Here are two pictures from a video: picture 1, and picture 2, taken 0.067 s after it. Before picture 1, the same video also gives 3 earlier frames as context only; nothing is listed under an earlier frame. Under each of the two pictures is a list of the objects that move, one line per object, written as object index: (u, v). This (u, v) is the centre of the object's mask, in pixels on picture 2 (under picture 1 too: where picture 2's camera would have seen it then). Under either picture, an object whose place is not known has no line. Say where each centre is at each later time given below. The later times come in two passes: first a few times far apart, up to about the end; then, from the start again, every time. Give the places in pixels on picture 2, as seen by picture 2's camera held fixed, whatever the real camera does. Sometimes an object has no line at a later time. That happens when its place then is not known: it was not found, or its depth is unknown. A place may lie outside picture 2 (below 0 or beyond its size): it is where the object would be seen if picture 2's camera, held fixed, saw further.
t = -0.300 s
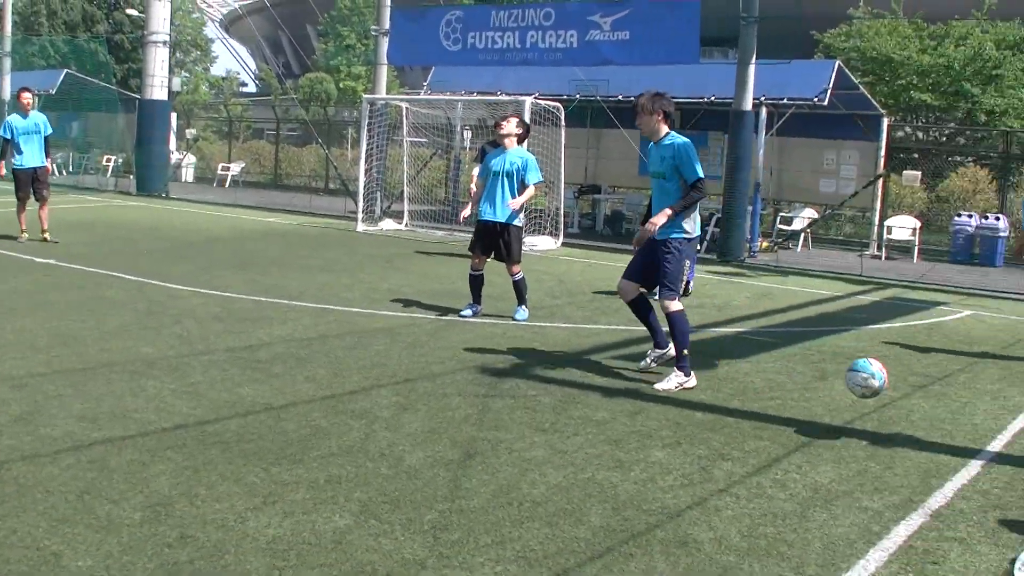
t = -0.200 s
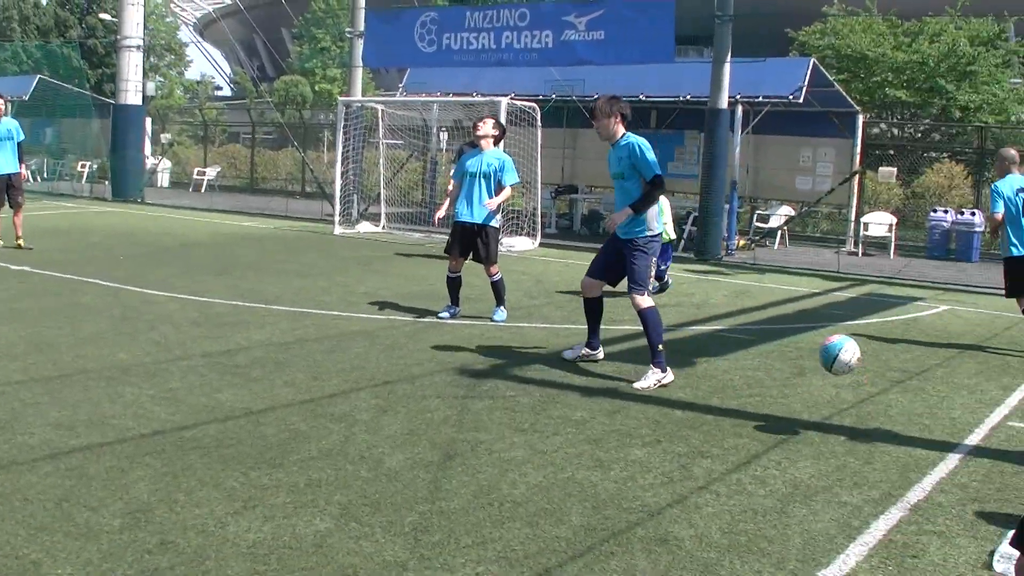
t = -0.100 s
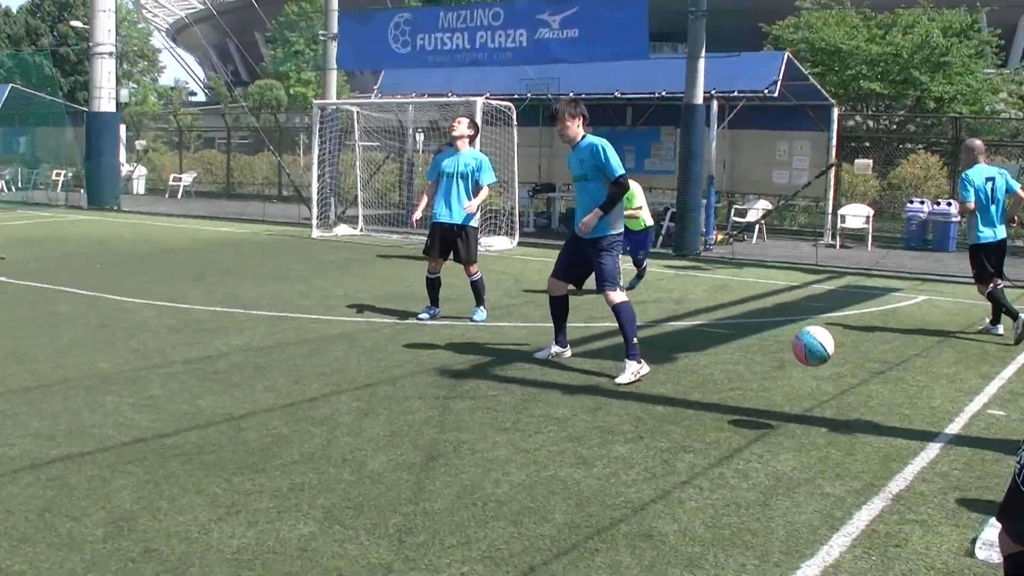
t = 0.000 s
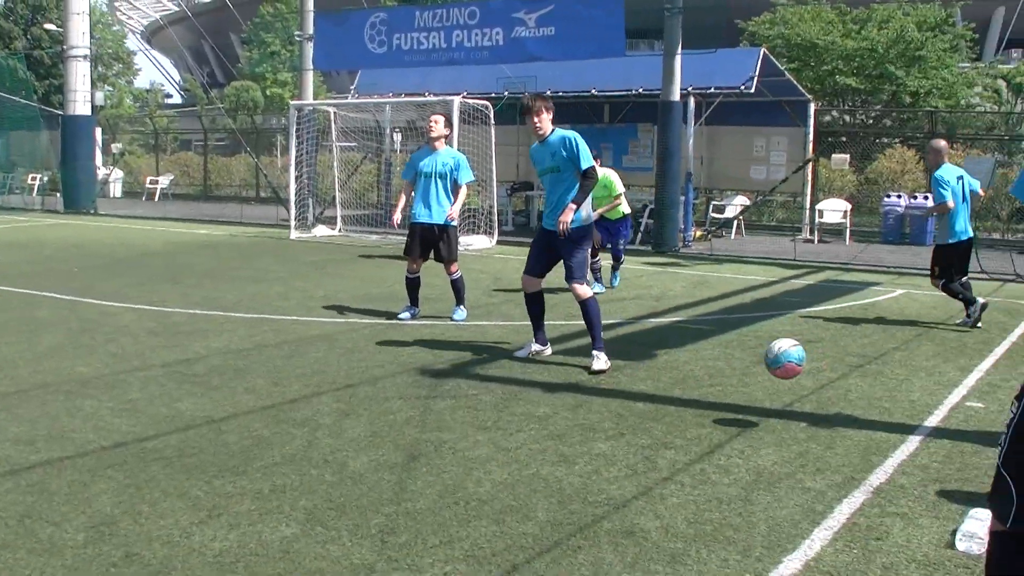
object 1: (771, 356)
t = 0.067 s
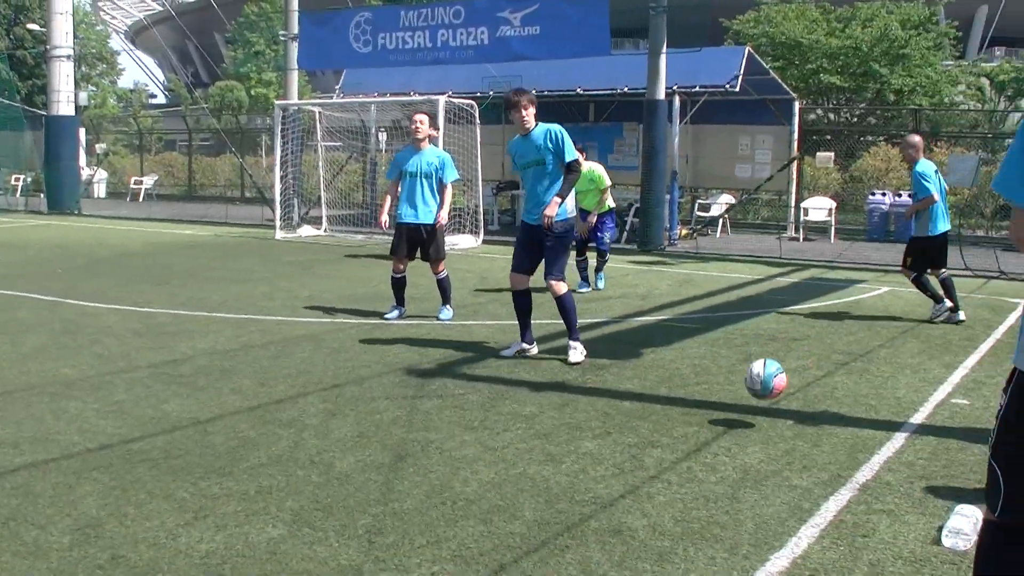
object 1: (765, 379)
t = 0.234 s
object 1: (744, 396)
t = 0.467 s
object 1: (709, 408)
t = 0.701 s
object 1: (678, 411)
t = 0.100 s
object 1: (763, 394)
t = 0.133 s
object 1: (758, 411)
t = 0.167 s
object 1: (754, 406)
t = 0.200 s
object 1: (749, 400)
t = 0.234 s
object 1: (744, 396)
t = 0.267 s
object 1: (739, 394)
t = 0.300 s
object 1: (734, 395)
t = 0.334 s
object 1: (729, 399)
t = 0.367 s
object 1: (723, 405)
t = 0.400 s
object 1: (717, 411)
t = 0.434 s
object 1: (713, 409)
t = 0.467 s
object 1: (709, 408)
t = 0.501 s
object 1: (704, 409)
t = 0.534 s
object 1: (700, 412)
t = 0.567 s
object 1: (695, 411)
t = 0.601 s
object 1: (691, 411)
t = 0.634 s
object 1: (687, 410)
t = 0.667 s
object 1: (683, 410)
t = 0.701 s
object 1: (678, 411)
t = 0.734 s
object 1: (675, 410)
